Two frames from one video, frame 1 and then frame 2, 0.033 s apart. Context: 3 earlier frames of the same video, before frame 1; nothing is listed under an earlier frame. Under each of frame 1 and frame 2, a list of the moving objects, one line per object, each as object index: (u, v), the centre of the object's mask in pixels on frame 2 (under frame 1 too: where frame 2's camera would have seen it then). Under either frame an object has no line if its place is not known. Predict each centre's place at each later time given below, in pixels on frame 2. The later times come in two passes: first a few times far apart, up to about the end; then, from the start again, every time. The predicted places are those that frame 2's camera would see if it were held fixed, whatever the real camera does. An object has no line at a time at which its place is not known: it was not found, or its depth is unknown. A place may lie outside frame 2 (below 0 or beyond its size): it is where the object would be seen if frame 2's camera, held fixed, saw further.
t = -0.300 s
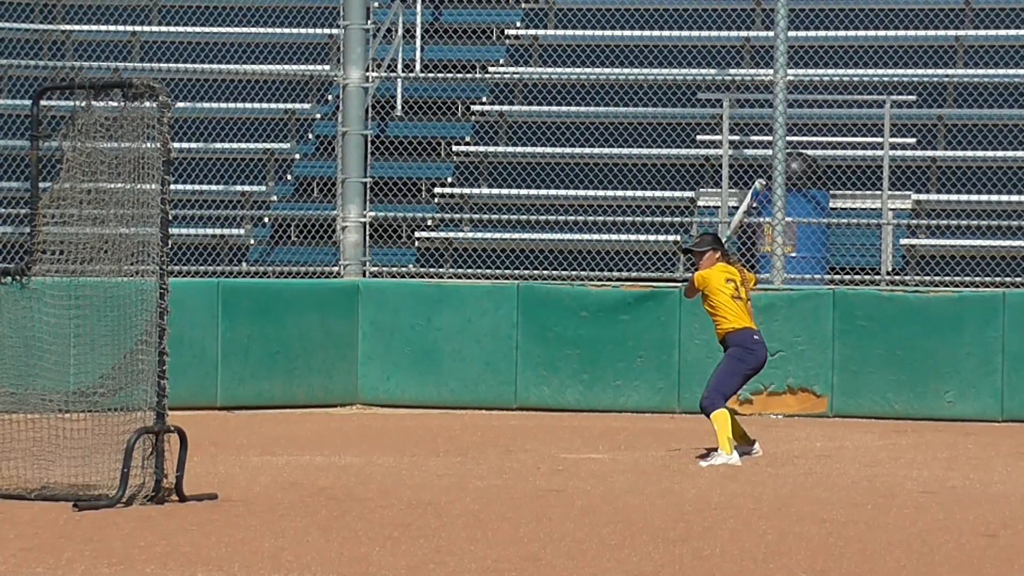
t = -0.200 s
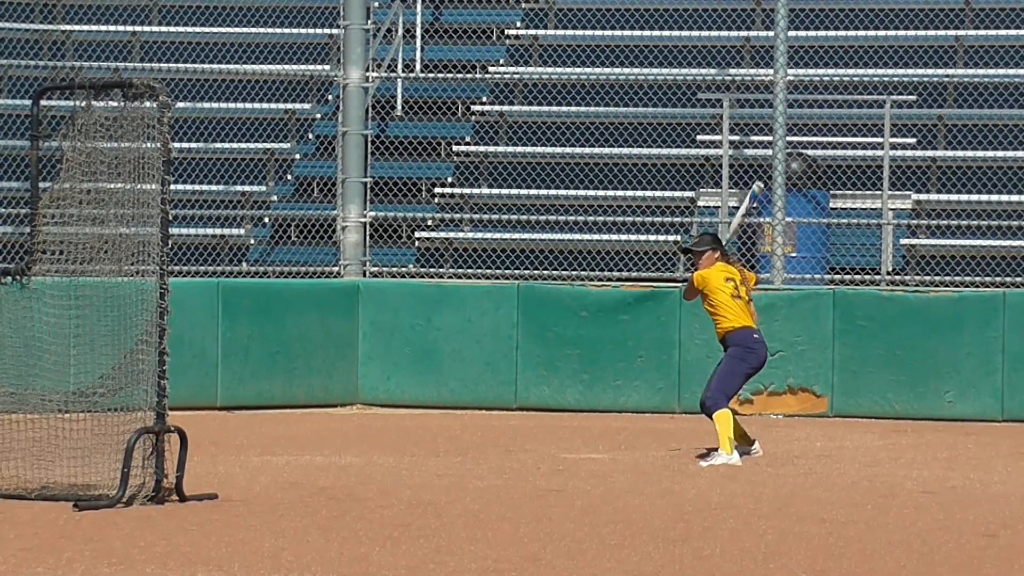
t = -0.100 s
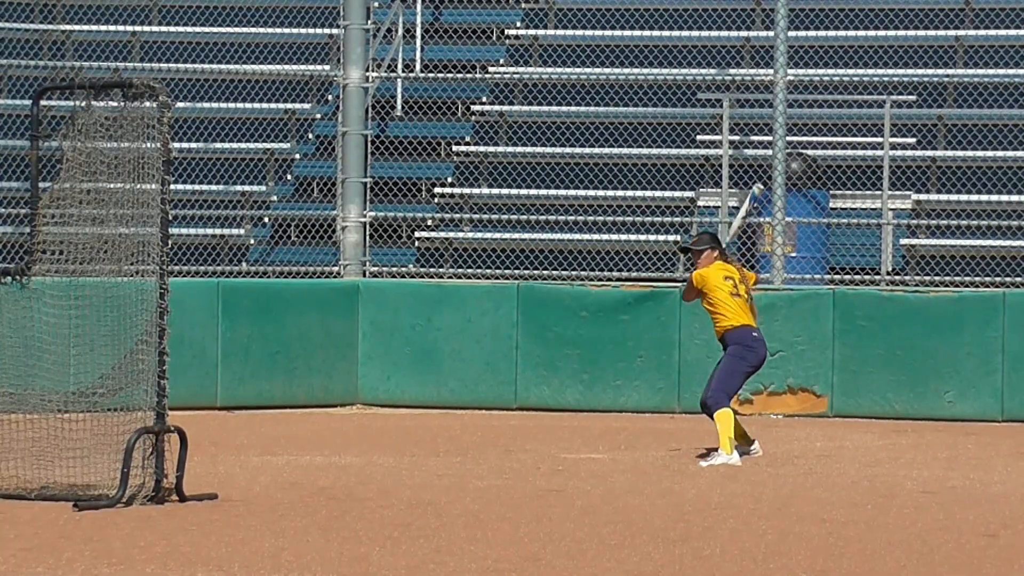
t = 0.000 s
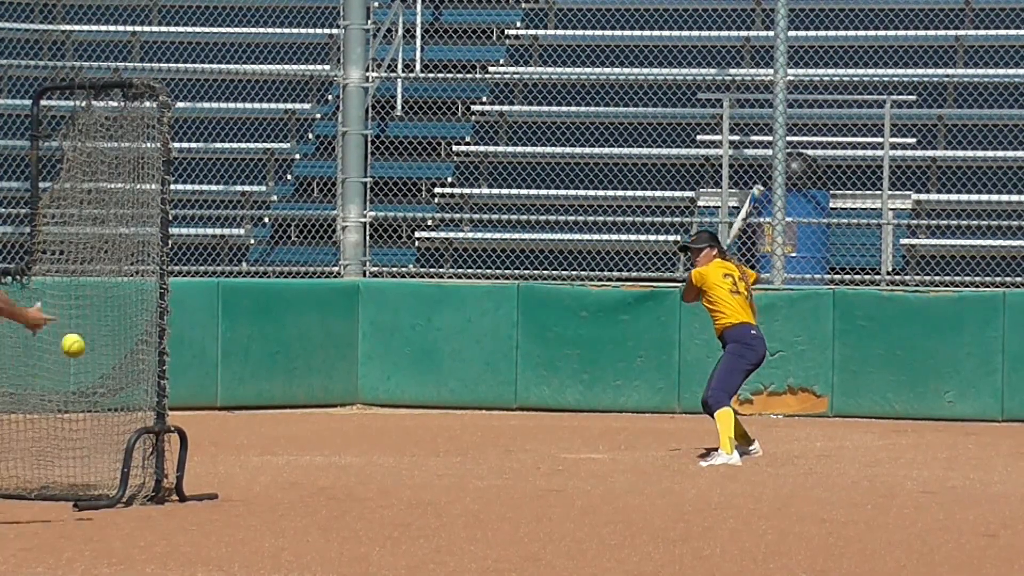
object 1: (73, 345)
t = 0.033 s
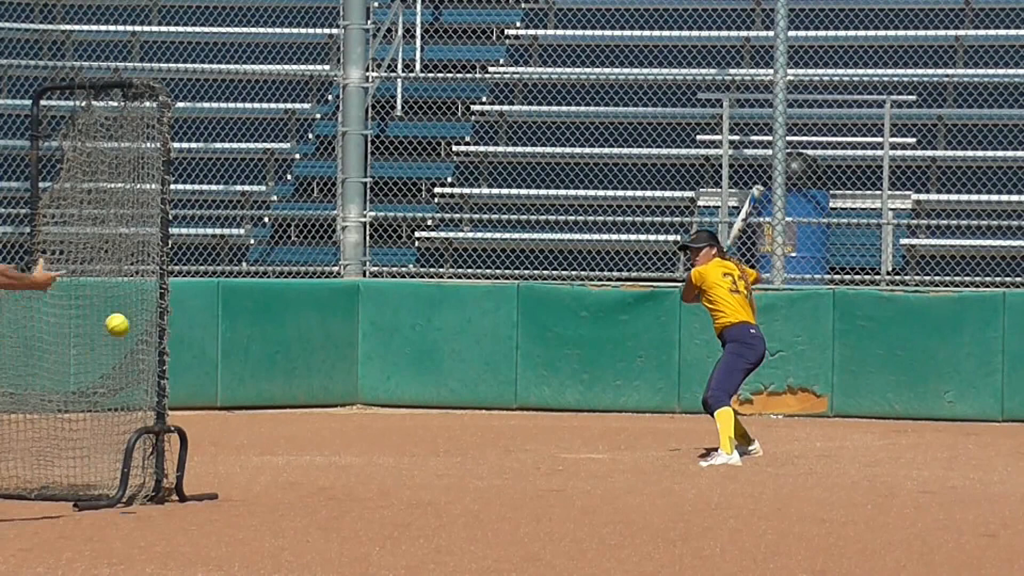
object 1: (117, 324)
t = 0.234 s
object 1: (345, 270)
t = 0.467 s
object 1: (548, 318)
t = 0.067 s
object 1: (160, 308)
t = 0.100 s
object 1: (200, 294)
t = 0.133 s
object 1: (239, 284)
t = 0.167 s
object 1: (276, 277)
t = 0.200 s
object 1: (311, 272)
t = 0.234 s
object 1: (345, 270)
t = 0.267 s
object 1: (377, 271)
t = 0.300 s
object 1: (409, 274)
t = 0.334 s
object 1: (439, 279)
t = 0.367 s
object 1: (468, 286)
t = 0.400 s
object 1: (496, 295)
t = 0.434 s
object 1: (522, 305)
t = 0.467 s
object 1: (548, 318)
